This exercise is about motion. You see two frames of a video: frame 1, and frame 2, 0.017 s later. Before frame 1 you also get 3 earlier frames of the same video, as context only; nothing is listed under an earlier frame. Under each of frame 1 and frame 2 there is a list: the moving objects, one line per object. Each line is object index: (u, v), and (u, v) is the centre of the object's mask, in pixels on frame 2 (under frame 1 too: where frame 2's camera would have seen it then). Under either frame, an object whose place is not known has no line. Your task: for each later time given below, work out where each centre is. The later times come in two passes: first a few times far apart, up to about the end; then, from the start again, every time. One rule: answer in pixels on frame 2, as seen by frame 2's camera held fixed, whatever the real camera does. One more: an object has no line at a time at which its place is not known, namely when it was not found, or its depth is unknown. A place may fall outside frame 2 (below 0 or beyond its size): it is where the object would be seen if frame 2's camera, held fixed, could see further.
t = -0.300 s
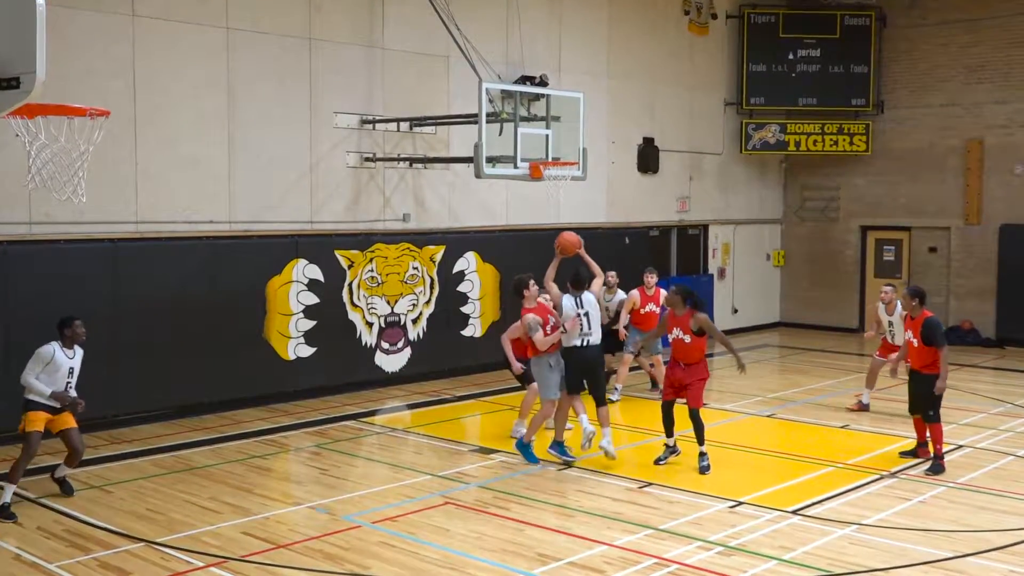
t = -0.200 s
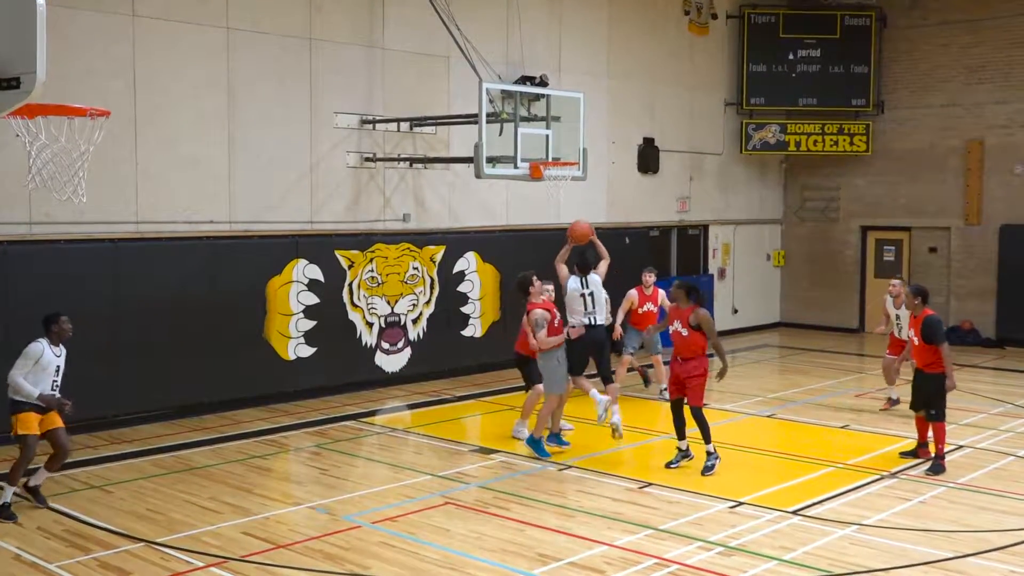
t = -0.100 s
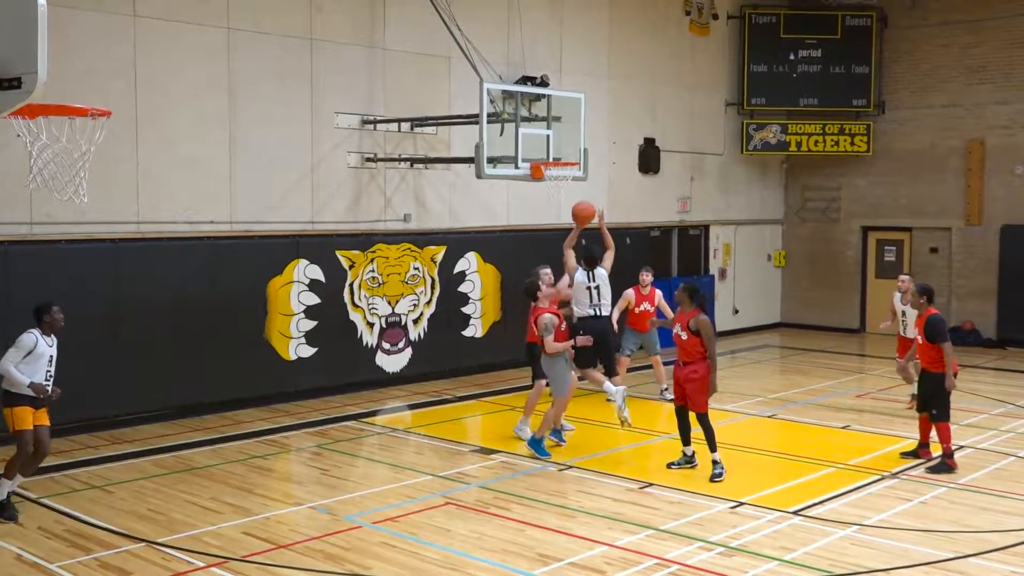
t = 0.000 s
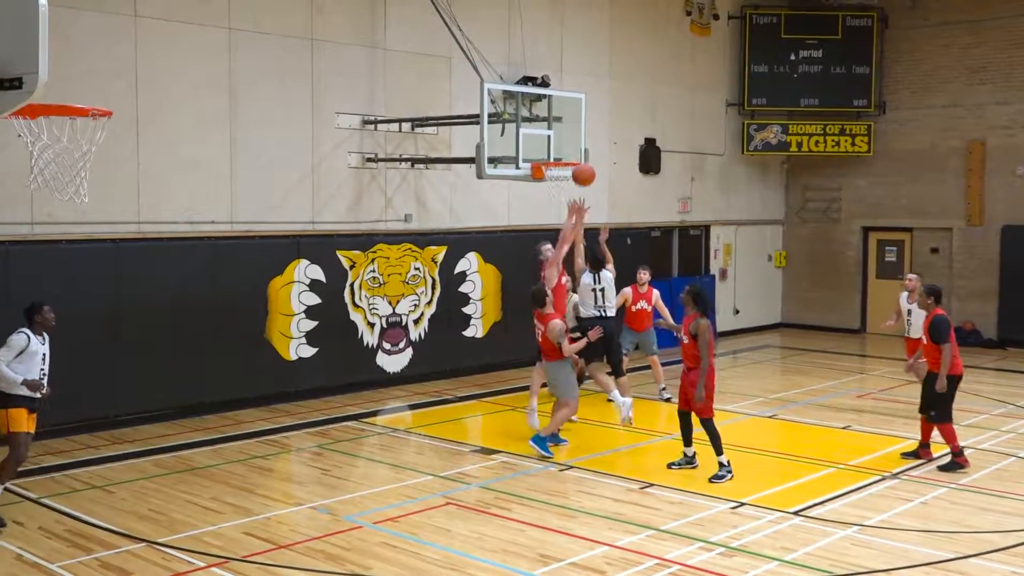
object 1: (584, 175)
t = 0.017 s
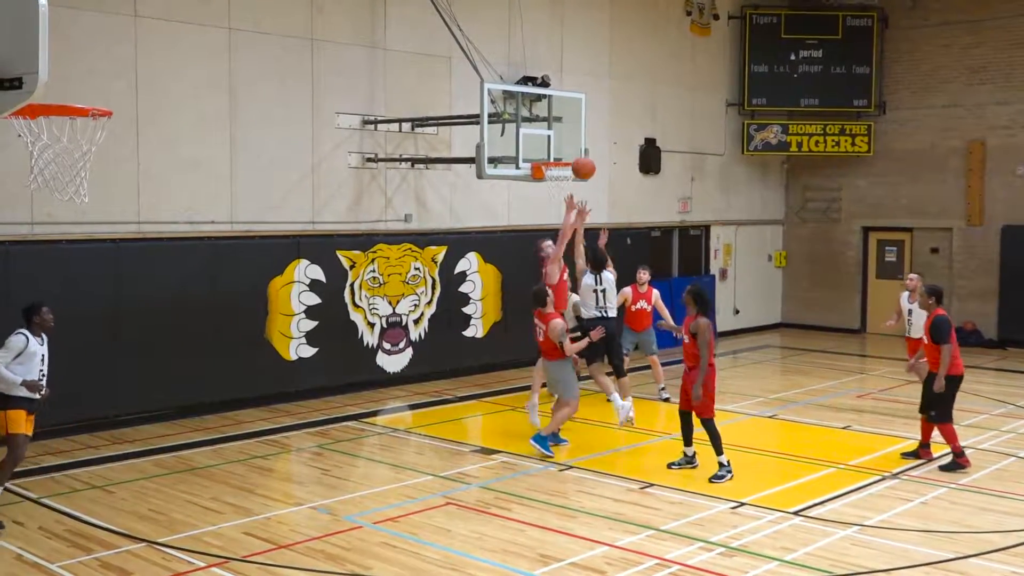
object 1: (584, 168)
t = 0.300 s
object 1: (580, 102)
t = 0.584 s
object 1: (576, 112)
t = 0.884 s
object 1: (553, 152)
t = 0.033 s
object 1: (583, 162)
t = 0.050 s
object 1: (583, 156)
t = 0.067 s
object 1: (583, 150)
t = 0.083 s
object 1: (583, 145)
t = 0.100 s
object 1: (582, 140)
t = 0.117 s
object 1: (582, 135)
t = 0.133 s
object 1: (582, 131)
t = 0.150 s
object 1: (582, 126)
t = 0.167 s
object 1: (582, 122)
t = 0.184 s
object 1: (581, 119)
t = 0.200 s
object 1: (581, 116)
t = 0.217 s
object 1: (581, 113)
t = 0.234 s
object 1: (581, 111)
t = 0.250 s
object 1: (580, 108)
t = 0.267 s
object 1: (580, 105)
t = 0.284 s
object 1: (580, 103)
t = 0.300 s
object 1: (580, 102)
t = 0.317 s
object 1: (579, 100)
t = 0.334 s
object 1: (579, 99)
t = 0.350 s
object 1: (579, 98)
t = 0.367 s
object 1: (579, 98)
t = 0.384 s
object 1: (579, 97)
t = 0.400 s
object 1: (579, 97)
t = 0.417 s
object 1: (578, 98)
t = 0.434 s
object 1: (578, 98)
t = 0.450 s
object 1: (578, 98)
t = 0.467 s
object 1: (578, 99)
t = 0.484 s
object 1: (577, 100)
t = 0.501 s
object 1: (577, 101)
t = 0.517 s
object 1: (577, 103)
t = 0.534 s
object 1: (577, 105)
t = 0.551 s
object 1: (577, 107)
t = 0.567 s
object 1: (576, 109)
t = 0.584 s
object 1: (576, 112)
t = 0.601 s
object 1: (576, 115)
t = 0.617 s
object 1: (576, 118)
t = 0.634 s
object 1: (576, 121)
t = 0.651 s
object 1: (575, 124)
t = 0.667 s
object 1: (575, 128)
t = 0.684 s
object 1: (575, 131)
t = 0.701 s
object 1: (574, 136)
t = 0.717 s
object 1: (574, 140)
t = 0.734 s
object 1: (574, 144)
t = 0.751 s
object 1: (574, 148)
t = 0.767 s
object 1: (574, 153)
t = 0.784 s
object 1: (573, 155)
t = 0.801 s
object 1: (570, 154)
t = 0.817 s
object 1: (566, 154)
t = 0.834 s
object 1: (562, 153)
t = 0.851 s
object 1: (559, 153)
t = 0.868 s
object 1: (556, 152)
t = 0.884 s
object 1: (553, 152)
